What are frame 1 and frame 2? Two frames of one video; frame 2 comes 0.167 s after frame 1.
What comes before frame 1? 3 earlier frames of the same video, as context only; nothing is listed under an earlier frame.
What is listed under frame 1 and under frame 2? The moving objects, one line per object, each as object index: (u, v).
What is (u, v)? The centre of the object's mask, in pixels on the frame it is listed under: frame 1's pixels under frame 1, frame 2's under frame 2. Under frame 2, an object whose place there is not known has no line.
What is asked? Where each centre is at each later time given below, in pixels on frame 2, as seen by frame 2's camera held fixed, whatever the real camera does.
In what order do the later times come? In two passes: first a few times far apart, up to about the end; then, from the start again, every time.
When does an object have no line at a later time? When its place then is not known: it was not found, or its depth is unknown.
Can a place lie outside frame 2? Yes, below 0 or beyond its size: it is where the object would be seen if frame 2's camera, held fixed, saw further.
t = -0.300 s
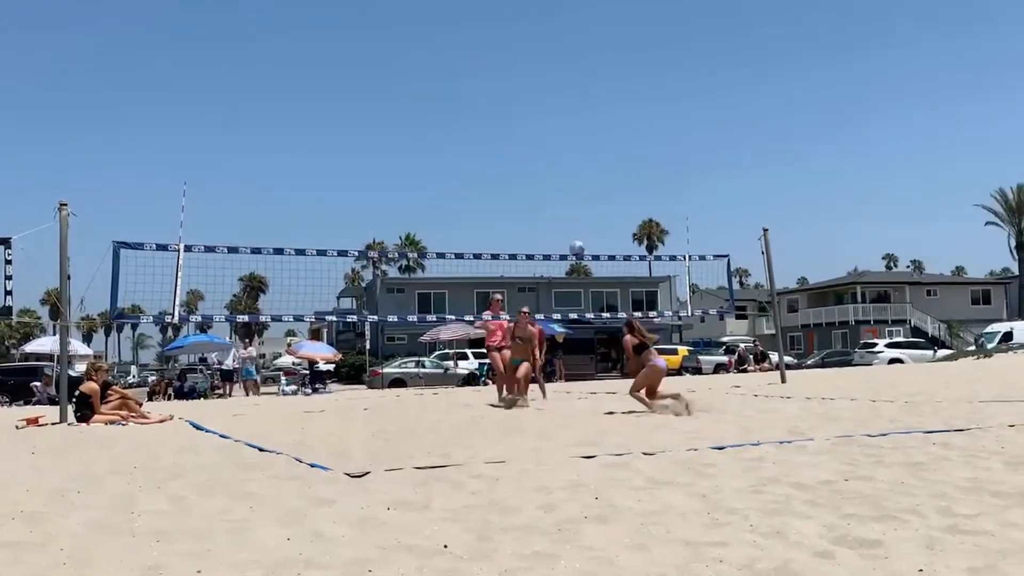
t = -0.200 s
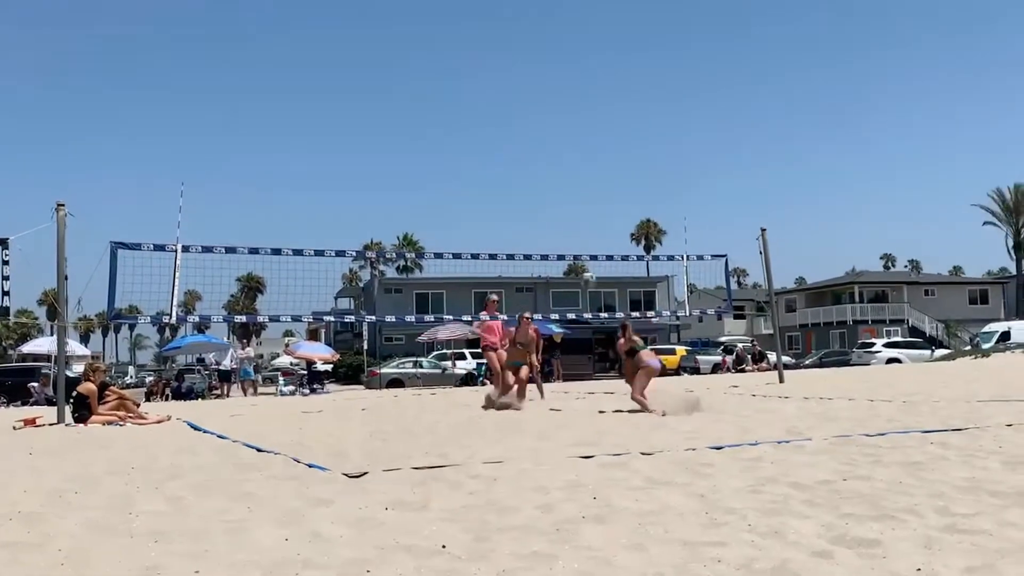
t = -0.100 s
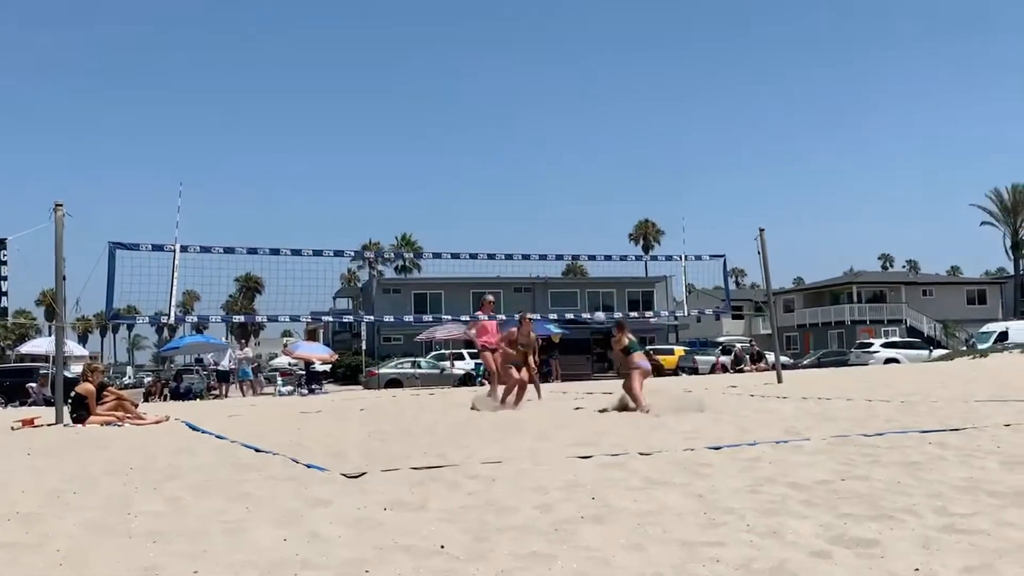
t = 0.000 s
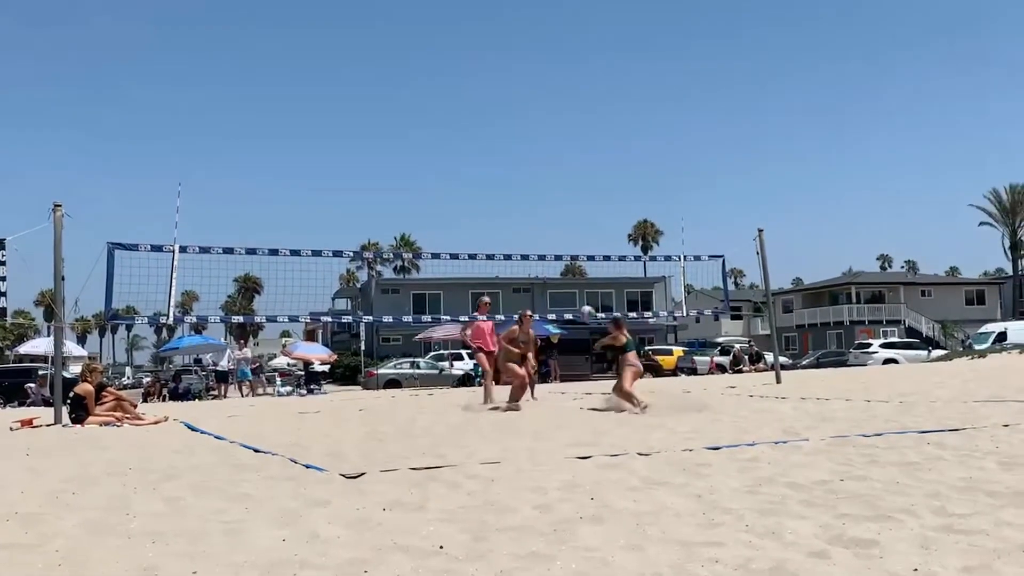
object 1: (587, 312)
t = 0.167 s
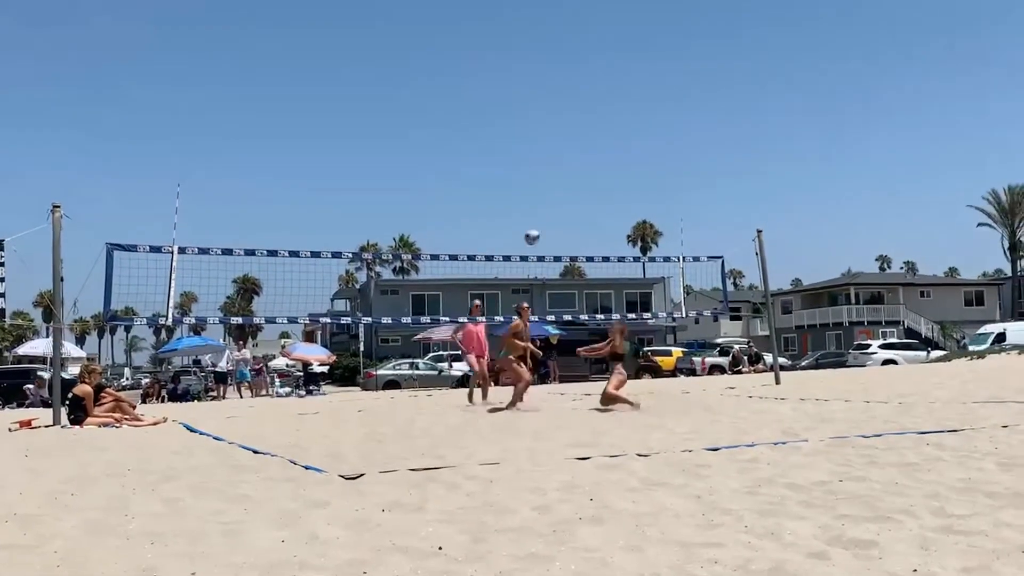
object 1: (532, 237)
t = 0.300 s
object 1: (494, 191)
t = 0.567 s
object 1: (426, 140)
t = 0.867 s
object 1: (365, 146)
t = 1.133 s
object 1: (324, 200)
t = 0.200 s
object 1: (522, 224)
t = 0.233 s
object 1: (512, 213)
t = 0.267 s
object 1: (503, 202)
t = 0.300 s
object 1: (494, 191)
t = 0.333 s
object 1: (484, 182)
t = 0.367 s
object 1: (475, 173)
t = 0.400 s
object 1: (466, 166)
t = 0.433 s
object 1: (458, 159)
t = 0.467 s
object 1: (450, 153)
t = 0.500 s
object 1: (442, 148)
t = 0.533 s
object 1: (434, 143)
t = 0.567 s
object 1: (426, 140)
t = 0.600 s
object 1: (419, 137)
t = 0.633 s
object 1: (411, 135)
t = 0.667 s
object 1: (404, 134)
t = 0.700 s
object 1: (396, 134)
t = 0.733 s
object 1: (390, 135)
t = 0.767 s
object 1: (384, 137)
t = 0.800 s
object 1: (378, 139)
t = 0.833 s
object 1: (371, 142)
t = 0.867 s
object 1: (365, 146)
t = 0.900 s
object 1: (359, 150)
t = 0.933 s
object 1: (354, 155)
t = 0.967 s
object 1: (349, 161)
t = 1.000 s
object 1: (343, 168)
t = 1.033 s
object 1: (338, 175)
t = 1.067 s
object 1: (334, 183)
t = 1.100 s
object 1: (329, 191)
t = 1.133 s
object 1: (324, 200)
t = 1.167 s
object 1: (320, 210)
